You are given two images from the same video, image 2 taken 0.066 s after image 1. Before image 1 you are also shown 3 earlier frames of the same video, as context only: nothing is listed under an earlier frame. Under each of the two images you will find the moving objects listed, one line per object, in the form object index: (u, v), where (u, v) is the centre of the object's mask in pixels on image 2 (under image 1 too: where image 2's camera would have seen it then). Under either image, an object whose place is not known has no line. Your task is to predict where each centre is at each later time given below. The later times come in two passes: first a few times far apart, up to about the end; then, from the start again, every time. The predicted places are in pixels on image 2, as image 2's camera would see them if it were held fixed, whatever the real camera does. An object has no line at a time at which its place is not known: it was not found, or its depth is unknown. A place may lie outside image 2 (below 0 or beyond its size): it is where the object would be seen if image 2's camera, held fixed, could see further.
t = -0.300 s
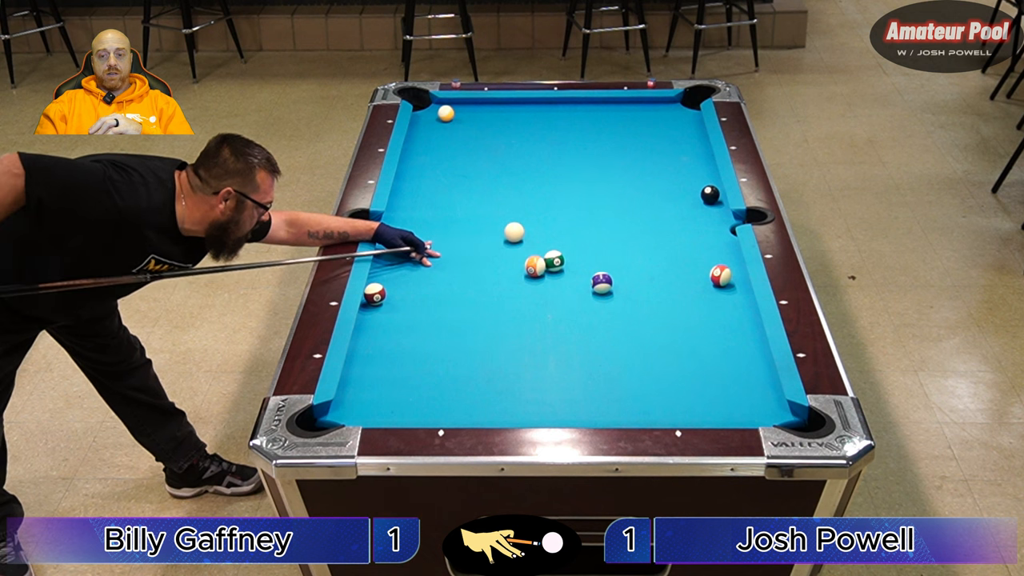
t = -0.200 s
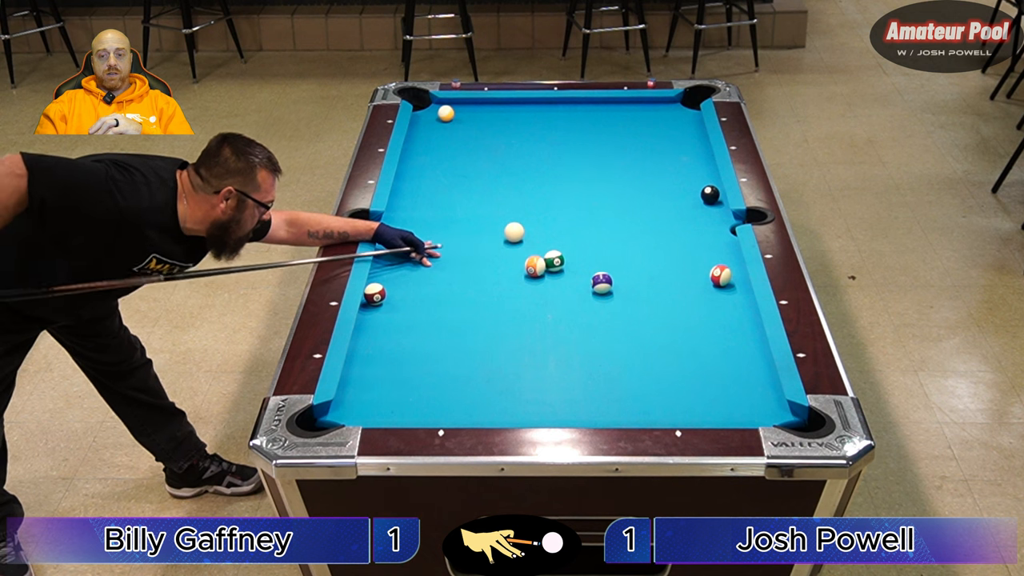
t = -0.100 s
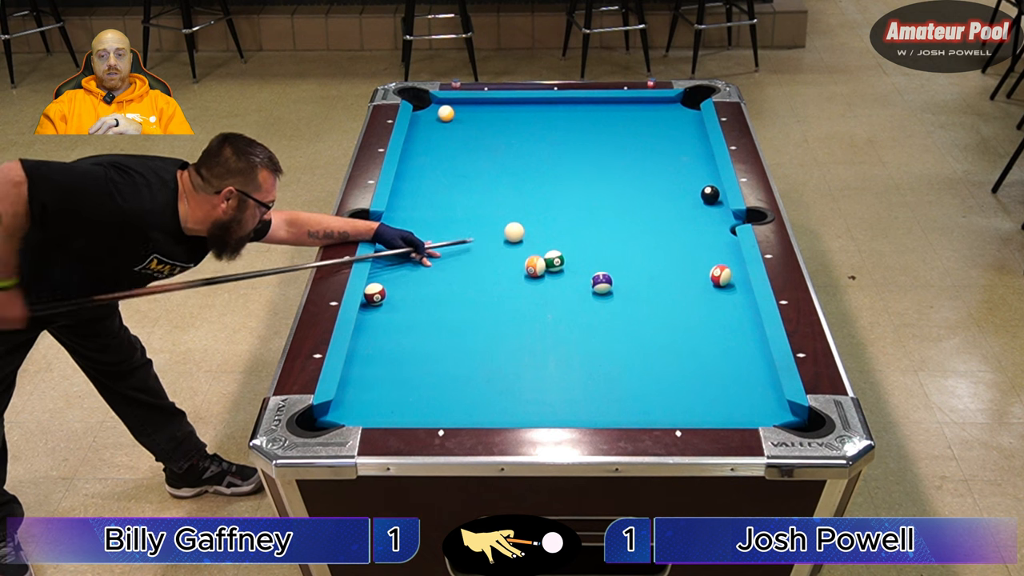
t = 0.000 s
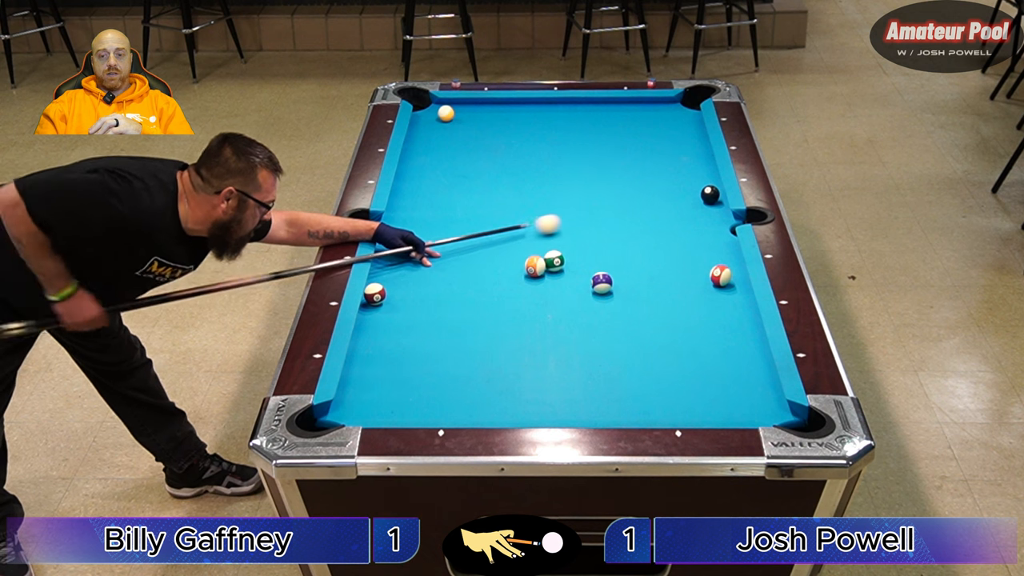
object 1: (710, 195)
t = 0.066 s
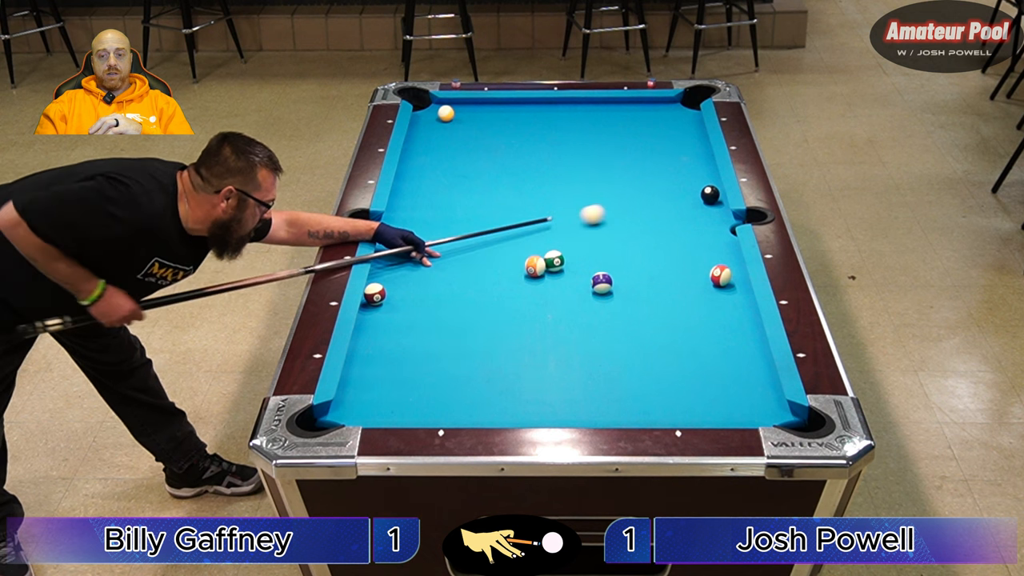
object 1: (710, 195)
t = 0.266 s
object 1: (716, 196)
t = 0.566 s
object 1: (654, 202)
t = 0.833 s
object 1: (600, 208)
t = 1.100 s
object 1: (547, 214)
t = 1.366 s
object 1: (495, 220)
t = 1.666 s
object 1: (439, 226)
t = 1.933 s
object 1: (392, 231)
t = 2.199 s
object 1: (406, 228)
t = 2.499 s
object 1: (424, 224)
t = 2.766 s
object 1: (437, 222)
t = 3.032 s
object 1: (449, 219)
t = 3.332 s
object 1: (459, 217)
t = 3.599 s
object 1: (466, 216)
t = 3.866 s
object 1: (471, 215)
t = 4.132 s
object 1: (474, 215)
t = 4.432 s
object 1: (475, 215)
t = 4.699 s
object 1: (475, 216)
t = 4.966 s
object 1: (475, 216)
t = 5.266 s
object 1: (475, 215)
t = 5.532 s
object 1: (475, 215)
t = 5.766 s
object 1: (475, 216)
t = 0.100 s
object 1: (710, 195)
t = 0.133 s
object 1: (710, 195)
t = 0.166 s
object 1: (710, 194)
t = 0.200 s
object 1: (710, 194)
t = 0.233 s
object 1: (710, 194)
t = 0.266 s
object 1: (716, 196)
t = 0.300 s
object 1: (711, 196)
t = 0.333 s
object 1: (704, 197)
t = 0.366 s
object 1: (696, 198)
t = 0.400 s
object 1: (689, 198)
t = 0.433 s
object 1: (682, 199)
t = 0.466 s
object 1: (675, 200)
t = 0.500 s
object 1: (668, 200)
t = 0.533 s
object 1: (661, 201)
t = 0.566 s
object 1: (654, 202)
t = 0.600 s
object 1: (647, 203)
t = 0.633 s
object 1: (641, 204)
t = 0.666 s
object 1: (634, 204)
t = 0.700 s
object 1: (627, 205)
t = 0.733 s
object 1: (620, 206)
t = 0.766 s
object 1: (613, 206)
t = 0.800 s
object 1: (606, 207)
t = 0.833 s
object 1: (600, 208)
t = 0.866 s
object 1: (593, 209)
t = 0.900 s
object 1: (586, 210)
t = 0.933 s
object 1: (580, 210)
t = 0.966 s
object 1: (573, 211)
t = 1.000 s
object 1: (566, 212)
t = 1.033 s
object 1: (560, 212)
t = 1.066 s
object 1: (553, 213)
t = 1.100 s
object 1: (547, 214)
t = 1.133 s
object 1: (540, 215)
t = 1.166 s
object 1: (534, 215)
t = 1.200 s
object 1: (527, 216)
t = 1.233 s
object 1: (521, 217)
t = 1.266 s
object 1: (515, 218)
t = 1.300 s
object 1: (508, 218)
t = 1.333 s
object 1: (502, 219)
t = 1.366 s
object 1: (495, 220)
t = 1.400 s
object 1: (489, 220)
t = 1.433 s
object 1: (482, 221)
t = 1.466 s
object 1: (476, 222)
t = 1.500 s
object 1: (470, 222)
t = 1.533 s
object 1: (464, 223)
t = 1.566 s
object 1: (458, 224)
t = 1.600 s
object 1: (451, 224)
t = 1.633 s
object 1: (445, 225)
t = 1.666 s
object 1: (439, 226)
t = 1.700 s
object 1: (433, 226)
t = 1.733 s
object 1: (427, 227)
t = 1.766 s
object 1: (421, 228)
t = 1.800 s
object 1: (415, 228)
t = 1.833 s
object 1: (409, 229)
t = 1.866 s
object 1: (403, 230)
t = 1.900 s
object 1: (397, 230)
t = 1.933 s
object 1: (392, 231)
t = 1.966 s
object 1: (390, 231)
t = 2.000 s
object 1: (392, 231)
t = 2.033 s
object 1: (395, 230)
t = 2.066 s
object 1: (397, 230)
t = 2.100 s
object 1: (399, 229)
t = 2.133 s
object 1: (401, 229)
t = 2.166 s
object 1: (404, 228)
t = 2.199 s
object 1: (406, 228)
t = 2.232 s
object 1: (408, 227)
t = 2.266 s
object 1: (410, 227)
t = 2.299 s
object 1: (412, 226)
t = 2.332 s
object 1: (414, 226)
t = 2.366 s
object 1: (416, 226)
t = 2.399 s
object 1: (418, 225)
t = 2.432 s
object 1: (420, 225)
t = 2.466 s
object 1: (422, 225)
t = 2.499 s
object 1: (424, 224)
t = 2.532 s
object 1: (426, 224)
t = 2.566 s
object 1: (428, 223)
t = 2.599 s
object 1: (429, 223)
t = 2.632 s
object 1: (431, 223)
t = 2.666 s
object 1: (433, 222)
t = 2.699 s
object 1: (434, 222)
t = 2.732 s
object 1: (436, 222)
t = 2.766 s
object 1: (437, 222)
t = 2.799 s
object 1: (439, 221)
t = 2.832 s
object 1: (440, 221)
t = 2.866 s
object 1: (442, 221)
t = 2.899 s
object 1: (443, 220)
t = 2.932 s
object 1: (445, 220)
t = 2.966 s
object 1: (446, 220)
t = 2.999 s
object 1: (447, 220)
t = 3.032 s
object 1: (449, 219)
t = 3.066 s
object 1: (450, 219)
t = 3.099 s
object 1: (451, 219)
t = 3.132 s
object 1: (452, 219)
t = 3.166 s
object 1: (454, 218)
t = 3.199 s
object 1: (455, 218)
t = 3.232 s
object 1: (456, 218)
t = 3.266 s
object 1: (457, 218)
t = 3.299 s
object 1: (458, 217)
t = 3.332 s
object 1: (459, 217)
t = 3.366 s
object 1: (460, 217)
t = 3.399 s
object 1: (461, 217)
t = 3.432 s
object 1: (462, 217)
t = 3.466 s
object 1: (463, 217)
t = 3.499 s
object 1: (464, 216)
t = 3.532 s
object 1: (464, 216)
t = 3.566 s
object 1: (465, 216)
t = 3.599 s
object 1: (466, 216)
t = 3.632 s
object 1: (467, 216)
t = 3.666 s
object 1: (467, 216)
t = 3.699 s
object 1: (468, 216)
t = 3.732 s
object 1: (469, 216)
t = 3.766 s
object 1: (469, 215)
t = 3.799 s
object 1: (470, 215)
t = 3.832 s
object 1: (470, 215)
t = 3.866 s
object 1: (471, 215)
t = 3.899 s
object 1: (471, 215)
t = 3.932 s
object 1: (472, 215)
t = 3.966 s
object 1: (472, 215)
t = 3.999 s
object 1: (473, 215)
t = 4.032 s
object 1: (473, 215)
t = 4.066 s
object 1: (473, 215)
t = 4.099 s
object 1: (474, 215)
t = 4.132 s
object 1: (474, 215)
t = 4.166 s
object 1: (474, 215)
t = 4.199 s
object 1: (474, 215)
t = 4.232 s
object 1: (475, 215)
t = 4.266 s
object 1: (475, 215)
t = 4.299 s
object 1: (475, 215)
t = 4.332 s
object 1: (475, 216)
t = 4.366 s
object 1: (475, 215)
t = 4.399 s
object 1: (475, 216)
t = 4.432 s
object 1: (475, 215)
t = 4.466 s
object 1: (475, 216)
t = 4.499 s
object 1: (475, 216)
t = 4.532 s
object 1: (475, 216)
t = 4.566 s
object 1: (475, 216)
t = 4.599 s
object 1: (475, 216)
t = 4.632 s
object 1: (475, 216)
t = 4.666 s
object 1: (475, 216)
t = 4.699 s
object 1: (475, 216)
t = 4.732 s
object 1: (475, 215)
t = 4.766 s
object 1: (475, 216)
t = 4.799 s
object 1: (475, 215)
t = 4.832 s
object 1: (475, 216)
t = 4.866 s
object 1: (475, 216)
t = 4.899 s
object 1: (475, 216)
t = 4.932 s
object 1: (475, 215)
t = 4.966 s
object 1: (475, 216)
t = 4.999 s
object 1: (475, 215)
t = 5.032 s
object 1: (475, 216)
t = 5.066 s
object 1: (475, 216)
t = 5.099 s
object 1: (475, 216)
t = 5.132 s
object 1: (475, 216)
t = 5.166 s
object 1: (475, 216)
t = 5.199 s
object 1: (475, 216)
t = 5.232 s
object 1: (475, 215)
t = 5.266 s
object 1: (475, 215)
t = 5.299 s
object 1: (475, 215)
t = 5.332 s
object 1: (475, 215)
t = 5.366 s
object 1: (475, 215)
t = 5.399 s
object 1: (475, 215)
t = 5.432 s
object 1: (475, 215)
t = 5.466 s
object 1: (475, 215)
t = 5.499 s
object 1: (475, 215)
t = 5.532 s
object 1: (475, 215)
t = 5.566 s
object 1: (475, 215)
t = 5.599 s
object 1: (475, 216)
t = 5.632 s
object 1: (475, 215)
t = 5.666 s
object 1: (475, 216)
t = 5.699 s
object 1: (475, 216)
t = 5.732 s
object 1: (475, 216)
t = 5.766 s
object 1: (475, 216)
